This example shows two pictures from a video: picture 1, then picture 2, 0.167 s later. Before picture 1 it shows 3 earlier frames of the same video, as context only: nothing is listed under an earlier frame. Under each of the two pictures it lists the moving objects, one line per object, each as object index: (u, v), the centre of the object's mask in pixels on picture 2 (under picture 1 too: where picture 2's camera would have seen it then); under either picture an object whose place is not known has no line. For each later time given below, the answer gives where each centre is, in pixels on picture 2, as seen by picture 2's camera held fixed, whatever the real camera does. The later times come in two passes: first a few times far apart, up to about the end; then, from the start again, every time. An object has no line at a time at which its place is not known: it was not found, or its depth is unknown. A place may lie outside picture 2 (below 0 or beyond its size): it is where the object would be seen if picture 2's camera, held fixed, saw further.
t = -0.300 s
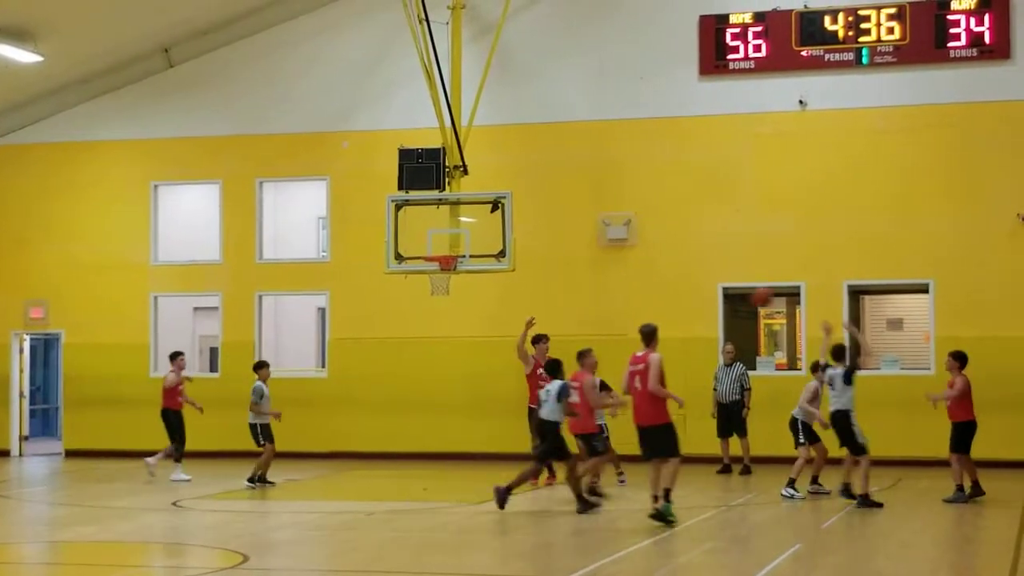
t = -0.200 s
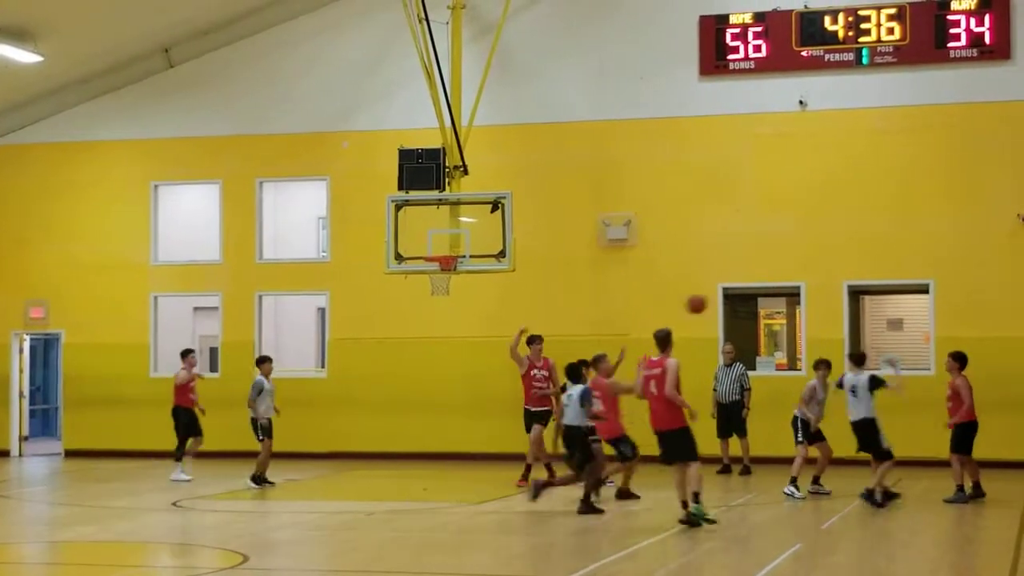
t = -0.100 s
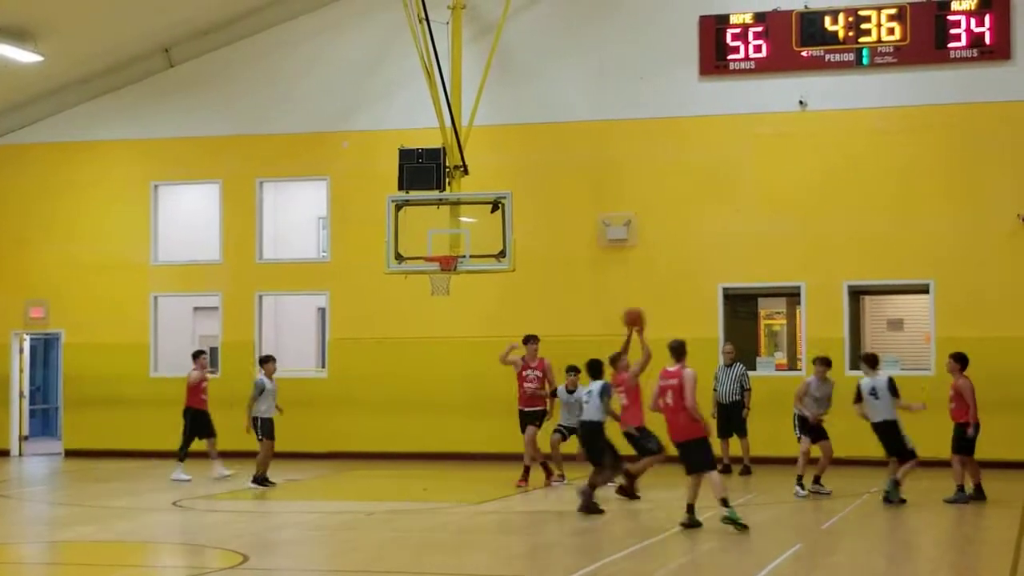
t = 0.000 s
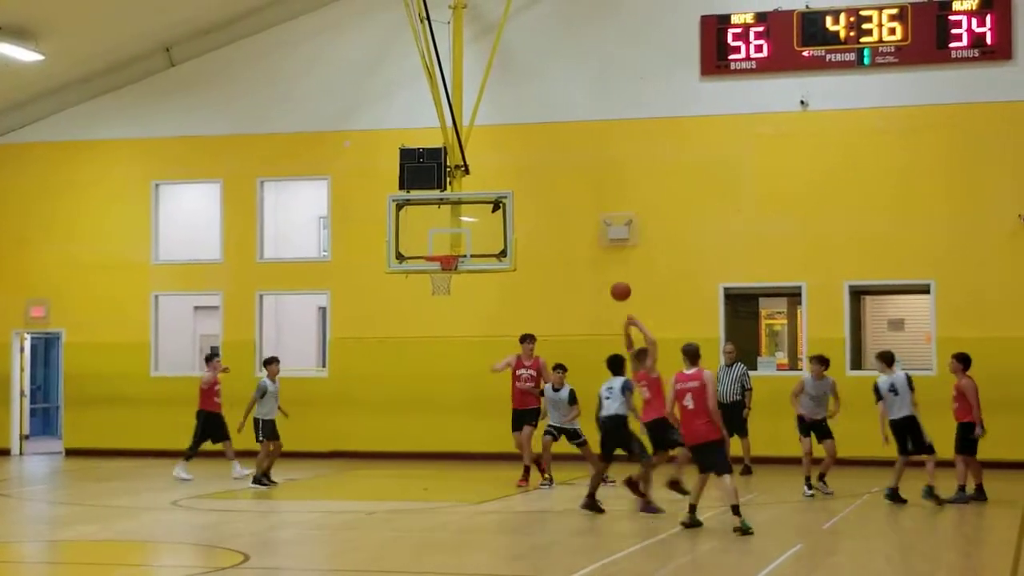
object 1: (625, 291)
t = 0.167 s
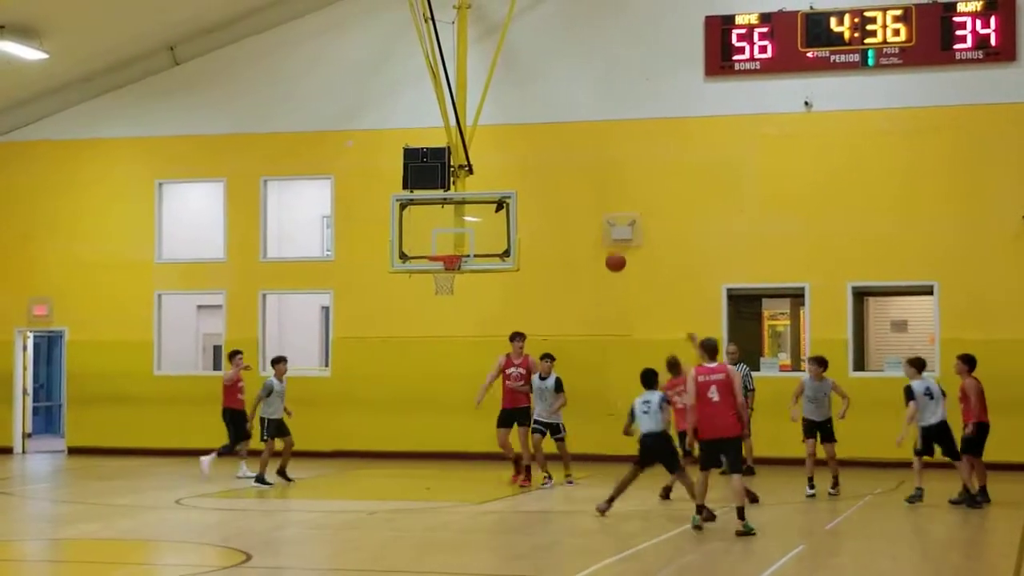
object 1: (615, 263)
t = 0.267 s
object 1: (611, 256)
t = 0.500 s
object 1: (599, 271)
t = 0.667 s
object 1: (592, 310)
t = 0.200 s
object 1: (613, 259)
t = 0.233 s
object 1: (612, 257)
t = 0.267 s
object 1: (611, 256)
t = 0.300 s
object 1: (609, 255)
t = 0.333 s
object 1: (607, 256)
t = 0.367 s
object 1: (606, 257)
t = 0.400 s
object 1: (604, 259)
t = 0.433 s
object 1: (603, 262)
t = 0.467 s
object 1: (601, 266)
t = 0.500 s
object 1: (599, 271)
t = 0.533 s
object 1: (598, 277)
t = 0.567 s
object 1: (596, 284)
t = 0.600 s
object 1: (595, 292)
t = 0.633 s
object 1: (593, 301)
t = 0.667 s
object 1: (592, 310)
